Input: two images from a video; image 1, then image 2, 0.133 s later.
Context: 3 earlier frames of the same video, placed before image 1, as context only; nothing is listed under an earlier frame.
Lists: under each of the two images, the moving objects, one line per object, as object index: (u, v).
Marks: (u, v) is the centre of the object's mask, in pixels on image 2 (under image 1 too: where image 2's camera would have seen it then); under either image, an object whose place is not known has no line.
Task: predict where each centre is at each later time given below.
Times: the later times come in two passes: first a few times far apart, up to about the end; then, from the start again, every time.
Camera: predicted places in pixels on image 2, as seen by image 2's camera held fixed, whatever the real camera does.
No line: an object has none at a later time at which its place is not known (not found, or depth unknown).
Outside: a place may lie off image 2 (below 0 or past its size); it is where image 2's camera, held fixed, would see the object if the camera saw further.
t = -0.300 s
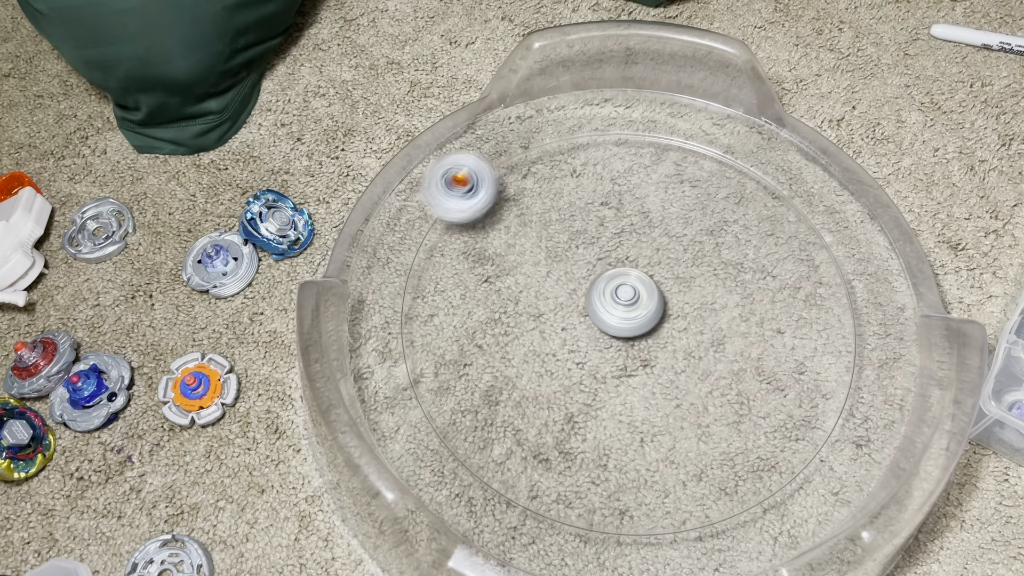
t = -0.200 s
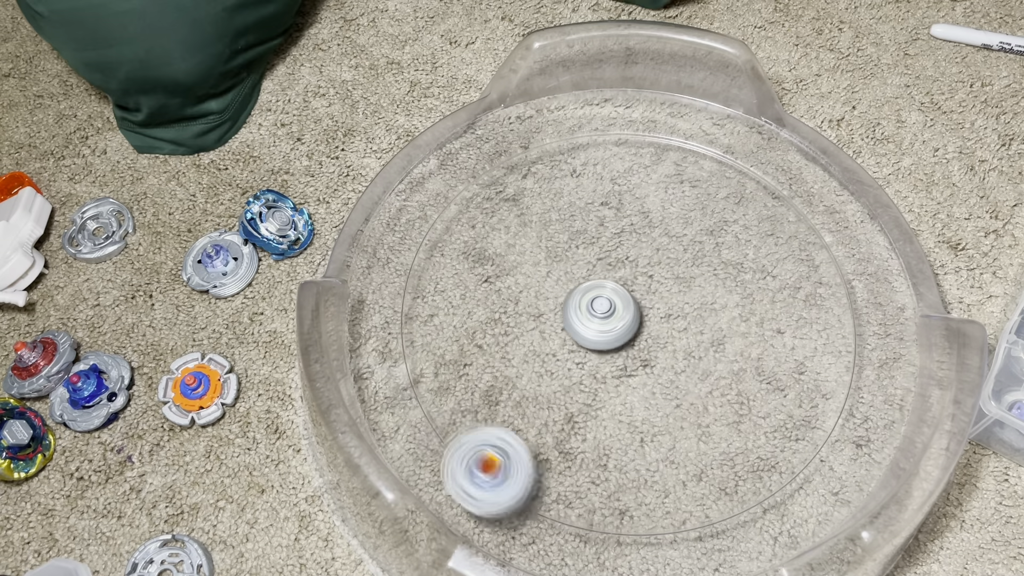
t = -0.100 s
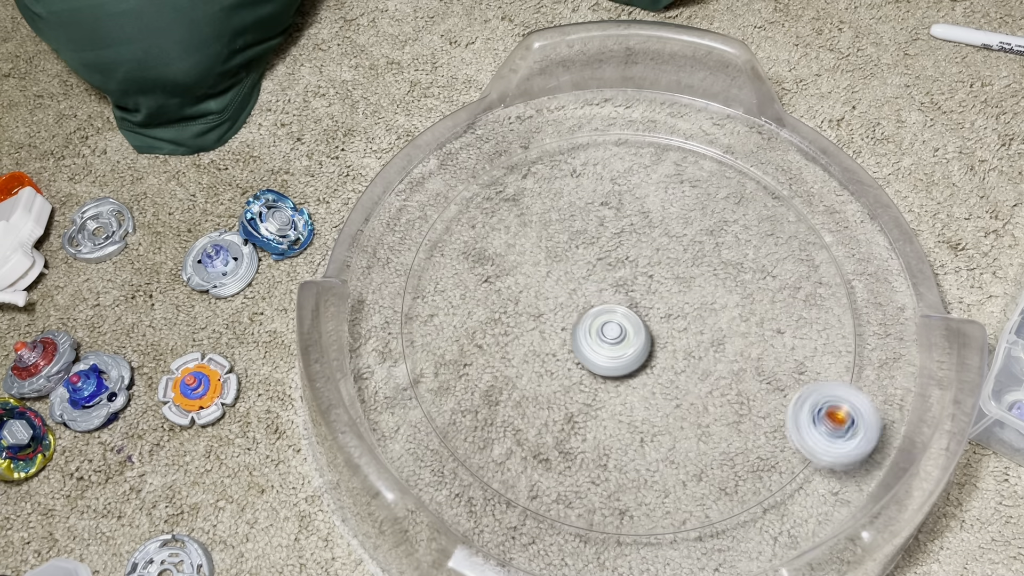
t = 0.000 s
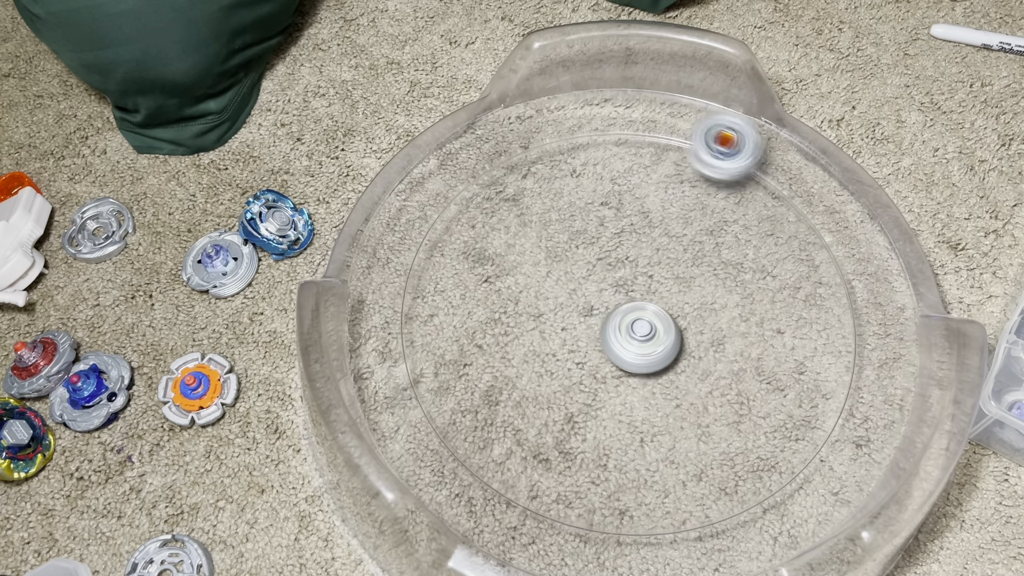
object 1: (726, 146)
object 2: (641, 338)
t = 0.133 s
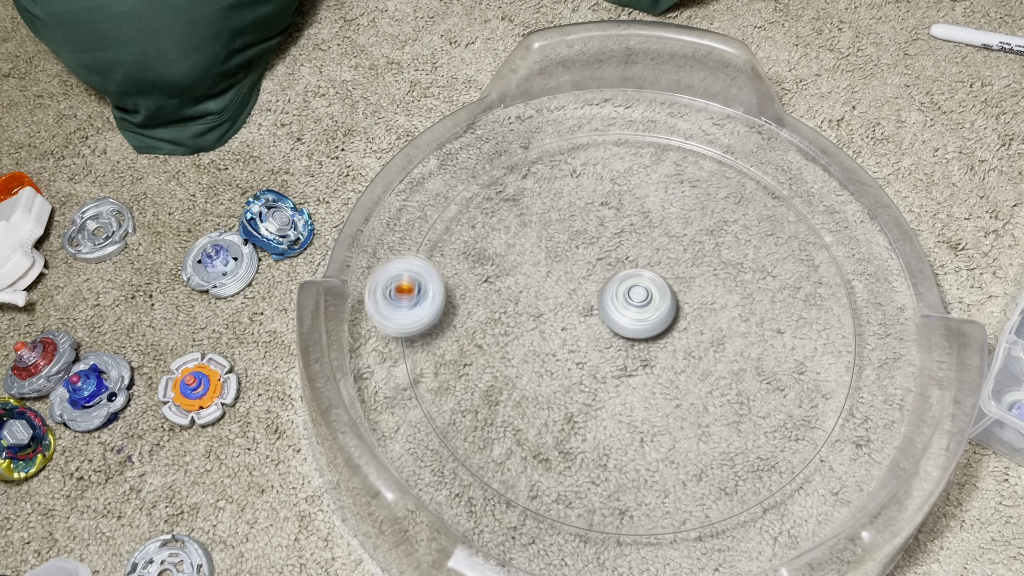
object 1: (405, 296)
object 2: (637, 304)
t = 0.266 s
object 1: (762, 491)
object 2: (601, 310)
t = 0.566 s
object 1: (421, 393)
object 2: (647, 312)
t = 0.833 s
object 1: (634, 126)
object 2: (607, 334)
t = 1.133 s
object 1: (856, 334)
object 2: (624, 297)
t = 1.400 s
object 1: (435, 414)
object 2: (635, 342)
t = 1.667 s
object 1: (665, 129)
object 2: (608, 305)
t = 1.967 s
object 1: (834, 403)
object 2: (652, 322)
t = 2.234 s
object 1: (406, 327)
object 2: (601, 330)
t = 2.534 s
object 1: (694, 134)
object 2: (638, 304)
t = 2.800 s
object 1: (694, 511)
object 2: (618, 344)
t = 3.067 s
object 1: (480, 172)
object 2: (621, 301)
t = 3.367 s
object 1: (846, 269)
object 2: (645, 334)
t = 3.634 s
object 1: (450, 418)
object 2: (605, 311)
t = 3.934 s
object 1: (636, 134)
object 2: (646, 316)
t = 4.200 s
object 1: (726, 506)
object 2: (608, 334)
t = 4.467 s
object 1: (516, 161)
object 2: (637, 304)
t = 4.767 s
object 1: (843, 350)
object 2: (633, 341)
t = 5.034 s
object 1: (405, 299)
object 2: (612, 307)
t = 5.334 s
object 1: (801, 197)
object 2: (648, 326)
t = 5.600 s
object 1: (461, 437)
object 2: (601, 323)
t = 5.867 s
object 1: (754, 161)
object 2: (646, 313)
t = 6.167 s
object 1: (598, 516)
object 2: (617, 339)
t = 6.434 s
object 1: (640, 131)
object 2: (624, 303)
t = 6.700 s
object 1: (637, 522)
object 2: (628, 334)
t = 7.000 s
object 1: (549, 148)
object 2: (617, 318)
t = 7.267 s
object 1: (733, 501)
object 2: (633, 319)
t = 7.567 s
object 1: (494, 161)
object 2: (629, 327)
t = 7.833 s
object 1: (771, 477)
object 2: (619, 325)
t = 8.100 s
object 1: (535, 142)
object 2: (623, 315)
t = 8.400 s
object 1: (787, 471)
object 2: (631, 320)
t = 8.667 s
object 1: (537, 148)
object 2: (625, 327)
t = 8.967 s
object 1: (789, 471)
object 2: (616, 324)
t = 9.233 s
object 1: (544, 151)
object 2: (629, 315)
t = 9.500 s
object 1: (689, 516)
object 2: (631, 329)
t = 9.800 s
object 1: (569, 138)
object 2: (618, 325)
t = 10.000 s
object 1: (466, 445)
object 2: (632, 321)
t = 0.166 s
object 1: (425, 398)
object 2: (628, 300)
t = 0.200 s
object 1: (506, 485)
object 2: (617, 299)
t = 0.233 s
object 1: (633, 523)
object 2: (608, 303)
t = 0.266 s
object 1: (762, 491)
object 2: (601, 310)
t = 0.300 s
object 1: (843, 402)
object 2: (598, 320)
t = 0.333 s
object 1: (853, 293)
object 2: (601, 330)
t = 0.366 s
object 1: (801, 200)
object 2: (608, 338)
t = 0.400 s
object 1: (712, 142)
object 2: (619, 343)
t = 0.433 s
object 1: (609, 125)
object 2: (630, 343)
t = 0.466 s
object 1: (515, 148)
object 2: (640, 338)
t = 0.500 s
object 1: (443, 206)
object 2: (647, 331)
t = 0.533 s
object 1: (407, 293)
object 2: (649, 321)
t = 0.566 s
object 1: (421, 393)
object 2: (647, 312)
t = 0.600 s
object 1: (503, 482)
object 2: (640, 304)
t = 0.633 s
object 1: (631, 522)
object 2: (631, 299)
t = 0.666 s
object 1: (760, 491)
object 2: (620, 298)
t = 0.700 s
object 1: (841, 404)
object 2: (611, 301)
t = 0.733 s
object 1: (853, 299)
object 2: (604, 307)
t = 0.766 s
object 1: (808, 209)
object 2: (600, 316)
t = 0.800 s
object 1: (730, 149)
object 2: (602, 325)
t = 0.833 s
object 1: (634, 126)
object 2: (607, 334)
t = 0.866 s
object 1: (540, 142)
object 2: (616, 340)
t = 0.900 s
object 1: (462, 186)
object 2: (627, 342)
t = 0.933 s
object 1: (410, 262)
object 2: (638, 339)
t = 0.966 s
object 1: (411, 364)
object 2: (646, 333)
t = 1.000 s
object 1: (476, 461)
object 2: (650, 324)
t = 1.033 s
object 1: (595, 517)
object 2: (650, 314)
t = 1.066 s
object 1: (728, 505)
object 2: (644, 305)
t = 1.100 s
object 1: (823, 433)
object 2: (635, 299)
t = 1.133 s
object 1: (856, 334)
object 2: (624, 297)
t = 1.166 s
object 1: (834, 243)
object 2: (614, 300)
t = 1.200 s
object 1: (770, 174)
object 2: (606, 305)
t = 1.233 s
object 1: (681, 136)
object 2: (602, 313)
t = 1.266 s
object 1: (588, 129)
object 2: (601, 322)
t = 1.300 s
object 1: (499, 154)
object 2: (605, 331)
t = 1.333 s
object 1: (432, 217)
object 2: (613, 339)
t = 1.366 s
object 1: (403, 311)
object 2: (623, 343)
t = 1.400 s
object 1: (435, 414)
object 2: (635, 342)
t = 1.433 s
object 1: (527, 493)
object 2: (645, 338)
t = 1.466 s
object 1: (654, 520)
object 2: (651, 329)
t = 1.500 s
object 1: (770, 483)
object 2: (652, 319)
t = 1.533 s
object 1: (840, 405)
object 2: (648, 309)
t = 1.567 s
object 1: (851, 312)
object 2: (640, 302)
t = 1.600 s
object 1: (817, 228)
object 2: (628, 299)
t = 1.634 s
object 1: (752, 166)
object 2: (618, 300)
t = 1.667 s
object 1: (665, 129)
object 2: (608, 305)
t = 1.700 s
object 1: (571, 128)
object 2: (602, 314)
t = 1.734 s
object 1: (484, 165)
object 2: (601, 323)
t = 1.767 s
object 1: (422, 236)
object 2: (605, 333)
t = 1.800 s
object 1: (407, 334)
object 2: (612, 341)
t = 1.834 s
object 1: (449, 431)
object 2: (623, 345)
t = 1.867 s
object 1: (544, 501)
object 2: (635, 344)
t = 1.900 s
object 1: (666, 519)
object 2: (645, 340)
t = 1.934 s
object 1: (771, 479)
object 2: (650, 332)
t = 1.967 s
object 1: (834, 403)
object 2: (652, 322)
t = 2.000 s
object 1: (848, 314)
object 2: (649, 313)
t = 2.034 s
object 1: (817, 231)
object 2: (641, 305)
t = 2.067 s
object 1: (756, 165)
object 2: (631, 301)
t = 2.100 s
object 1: (670, 127)
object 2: (620, 300)
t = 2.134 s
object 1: (572, 128)
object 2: (610, 304)
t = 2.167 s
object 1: (485, 164)
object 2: (603, 311)
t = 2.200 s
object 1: (423, 234)
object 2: (600, 320)
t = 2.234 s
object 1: (406, 327)
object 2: (601, 330)
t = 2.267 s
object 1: (442, 421)
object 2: (607, 339)
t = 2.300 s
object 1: (527, 492)
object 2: (616, 345)
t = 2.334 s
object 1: (641, 518)
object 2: (627, 347)
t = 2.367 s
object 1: (747, 492)
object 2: (638, 344)
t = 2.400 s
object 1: (822, 427)
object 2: (645, 338)
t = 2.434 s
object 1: (854, 340)
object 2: (650, 330)
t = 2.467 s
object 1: (841, 251)
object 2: (650, 320)
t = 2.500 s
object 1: (782, 178)
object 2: (646, 311)
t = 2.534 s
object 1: (694, 134)
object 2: (638, 304)
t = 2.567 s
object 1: (597, 125)
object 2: (628, 300)
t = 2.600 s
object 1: (507, 152)
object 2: (618, 300)
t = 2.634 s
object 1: (440, 210)
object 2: (608, 304)
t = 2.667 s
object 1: (407, 292)
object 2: (601, 311)
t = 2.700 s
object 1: (420, 383)
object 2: (598, 321)
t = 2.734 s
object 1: (485, 461)
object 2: (600, 331)
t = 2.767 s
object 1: (583, 507)
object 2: (607, 340)
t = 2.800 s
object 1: (694, 511)
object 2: (618, 344)
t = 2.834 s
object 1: (790, 468)
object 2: (629, 345)
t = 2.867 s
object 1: (849, 389)
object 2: (639, 340)
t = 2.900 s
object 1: (855, 294)
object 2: (646, 333)
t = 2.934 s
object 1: (813, 211)
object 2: (648, 324)
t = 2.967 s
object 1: (738, 152)
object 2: (646, 315)
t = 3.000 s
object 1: (646, 126)
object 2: (639, 307)
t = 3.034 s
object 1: (555, 133)
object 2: (630, 302)
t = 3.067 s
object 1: (480, 172)
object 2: (621, 301)
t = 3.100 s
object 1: (431, 236)
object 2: (611, 303)
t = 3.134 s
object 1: (416, 317)
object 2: (604, 309)
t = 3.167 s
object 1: (443, 402)
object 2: (600, 317)
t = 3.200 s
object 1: (514, 473)
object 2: (600, 326)
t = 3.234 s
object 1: (614, 514)
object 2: (605, 335)
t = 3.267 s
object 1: (724, 508)
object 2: (615, 341)
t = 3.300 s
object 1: (814, 449)
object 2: (626, 343)
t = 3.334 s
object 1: (856, 359)
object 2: (636, 340)
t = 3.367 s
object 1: (846, 269)
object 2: (645, 334)
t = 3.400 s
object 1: (795, 192)
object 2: (649, 326)
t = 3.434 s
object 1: (718, 144)
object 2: (648, 316)
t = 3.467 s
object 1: (630, 126)
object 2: (643, 307)
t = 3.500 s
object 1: (546, 142)
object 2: (635, 301)
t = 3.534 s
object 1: (479, 185)
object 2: (626, 300)
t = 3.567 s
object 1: (435, 252)
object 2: (618, 300)
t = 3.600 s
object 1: (423, 334)
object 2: (610, 305)
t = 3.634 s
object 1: (450, 418)
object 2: (605, 311)
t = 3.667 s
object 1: (518, 490)
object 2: (603, 319)
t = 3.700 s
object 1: (628, 521)
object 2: (604, 326)
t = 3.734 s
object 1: (739, 501)
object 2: (610, 333)
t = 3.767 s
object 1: (823, 436)
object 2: (618, 338)
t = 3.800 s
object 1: (857, 349)
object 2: (627, 339)
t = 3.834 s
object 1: (843, 263)
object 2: (636, 337)
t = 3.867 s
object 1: (794, 193)
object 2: (643, 332)
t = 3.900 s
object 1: (720, 149)
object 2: (647, 324)
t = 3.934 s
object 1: (636, 134)
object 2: (646, 316)
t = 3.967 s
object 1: (555, 147)
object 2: (642, 308)
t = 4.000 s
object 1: (484, 187)
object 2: (634, 303)
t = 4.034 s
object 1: (434, 248)
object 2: (624, 301)
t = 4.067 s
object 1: (412, 326)
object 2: (615, 303)
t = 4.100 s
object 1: (432, 410)
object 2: (607, 309)
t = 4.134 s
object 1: (507, 483)
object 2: (603, 317)
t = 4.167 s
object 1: (615, 520)
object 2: (603, 325)
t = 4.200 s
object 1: (726, 506)
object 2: (608, 334)
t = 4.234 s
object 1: (811, 450)
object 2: (617, 340)
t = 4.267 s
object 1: (852, 370)
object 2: (628, 342)
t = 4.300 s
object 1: (851, 306)
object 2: (636, 341)
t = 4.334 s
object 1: (816, 233)
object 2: (644, 336)
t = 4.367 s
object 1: (755, 178)
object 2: (649, 328)
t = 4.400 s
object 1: (677, 147)
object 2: (649, 318)
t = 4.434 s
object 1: (595, 140)
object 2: (645, 310)
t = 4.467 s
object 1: (516, 161)
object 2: (637, 304)
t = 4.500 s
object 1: (451, 204)
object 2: (627, 302)
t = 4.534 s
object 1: (409, 270)
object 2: (617, 303)
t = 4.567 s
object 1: (409, 357)
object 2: (609, 308)
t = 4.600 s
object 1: (457, 441)
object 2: (604, 316)
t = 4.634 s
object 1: (544, 501)
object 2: (603, 325)
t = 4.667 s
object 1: (652, 520)
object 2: (607, 333)
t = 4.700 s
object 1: (751, 492)
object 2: (615, 339)
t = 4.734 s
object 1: (818, 429)
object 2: (624, 342)
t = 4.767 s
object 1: (843, 350)
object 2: (633, 341)
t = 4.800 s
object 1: (829, 271)
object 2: (641, 337)
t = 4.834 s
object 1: (785, 204)
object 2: (647, 330)
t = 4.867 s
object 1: (720, 157)
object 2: (648, 322)
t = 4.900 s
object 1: (643, 130)
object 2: (645, 314)
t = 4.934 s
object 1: (562, 129)
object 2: (638, 307)
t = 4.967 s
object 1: (488, 162)
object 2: (629, 304)
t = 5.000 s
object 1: (431, 220)
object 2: (620, 304)
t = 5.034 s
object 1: (405, 299)
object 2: (612, 307)
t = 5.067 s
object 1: (420, 385)
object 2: (606, 313)
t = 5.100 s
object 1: (477, 459)
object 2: (604, 321)
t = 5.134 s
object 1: (567, 507)
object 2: (605, 328)
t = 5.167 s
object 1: (668, 516)
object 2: (610, 335)
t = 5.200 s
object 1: (759, 483)
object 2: (618, 340)
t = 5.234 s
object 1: (822, 420)
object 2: (627, 342)
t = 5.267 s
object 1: (849, 343)
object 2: (637, 340)
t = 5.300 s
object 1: (839, 265)
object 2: (644, 334)
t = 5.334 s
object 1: (801, 197)
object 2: (648, 326)
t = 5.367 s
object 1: (732, 148)
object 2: (647, 317)
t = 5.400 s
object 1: (649, 126)
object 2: (642, 309)
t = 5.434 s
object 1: (565, 130)
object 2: (634, 304)
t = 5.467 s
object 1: (492, 160)
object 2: (624, 302)
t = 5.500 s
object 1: (437, 213)
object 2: (615, 303)
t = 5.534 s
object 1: (410, 286)
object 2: (607, 308)
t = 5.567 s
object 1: (417, 365)
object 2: (602, 315)
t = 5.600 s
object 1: (461, 437)
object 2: (601, 323)
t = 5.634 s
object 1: (538, 491)
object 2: (604, 331)
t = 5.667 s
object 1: (634, 516)
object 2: (611, 338)
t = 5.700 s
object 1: (732, 502)
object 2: (620, 342)
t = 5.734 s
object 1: (812, 451)
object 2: (631, 342)
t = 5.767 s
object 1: (854, 374)
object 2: (639, 338)
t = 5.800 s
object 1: (853, 290)
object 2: (646, 331)
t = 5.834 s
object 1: (816, 215)
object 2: (648, 322)
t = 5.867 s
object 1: (754, 161)
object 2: (646, 313)
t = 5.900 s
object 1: (676, 130)
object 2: (639, 306)
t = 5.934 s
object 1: (596, 127)
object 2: (630, 301)
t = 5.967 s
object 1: (522, 151)
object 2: (621, 300)
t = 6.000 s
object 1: (466, 195)
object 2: (611, 304)
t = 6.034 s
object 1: (429, 258)
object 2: (605, 310)
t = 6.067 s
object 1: (422, 333)
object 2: (602, 318)
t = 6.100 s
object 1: (449, 410)
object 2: (603, 326)
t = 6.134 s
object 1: (510, 474)
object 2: (609, 334)
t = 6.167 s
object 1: (598, 516)
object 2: (617, 339)
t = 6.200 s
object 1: (700, 515)
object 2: (627, 340)
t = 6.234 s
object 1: (788, 472)
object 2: (637, 338)
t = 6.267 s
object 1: (843, 401)
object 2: (644, 332)
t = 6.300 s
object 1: (858, 319)
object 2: (647, 324)
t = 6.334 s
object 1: (835, 244)
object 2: (646, 315)
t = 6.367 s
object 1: (784, 183)
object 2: (641, 308)
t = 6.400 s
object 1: (714, 146)
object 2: (632, 304)
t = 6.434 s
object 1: (640, 131)
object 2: (624, 303)
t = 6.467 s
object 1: (564, 141)
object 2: (616, 305)
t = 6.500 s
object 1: (499, 174)
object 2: (610, 310)
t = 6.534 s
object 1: (448, 225)
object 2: (608, 316)
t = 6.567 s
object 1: (420, 293)
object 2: (608, 322)
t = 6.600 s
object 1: (421, 368)
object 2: (611, 327)
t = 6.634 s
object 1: (458, 442)
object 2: (615, 332)
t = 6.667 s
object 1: (536, 499)
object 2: (621, 334)
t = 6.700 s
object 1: (637, 522)
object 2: (628, 334)
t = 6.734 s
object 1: (736, 502)
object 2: (634, 333)
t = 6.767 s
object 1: (811, 451)
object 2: (638, 329)
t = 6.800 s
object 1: (850, 377)
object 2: (639, 323)
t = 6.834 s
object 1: (850, 300)
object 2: (638, 319)
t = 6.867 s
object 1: (818, 233)
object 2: (635, 315)
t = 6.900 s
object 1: (765, 181)
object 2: (630, 313)
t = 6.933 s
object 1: (696, 149)
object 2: (625, 312)
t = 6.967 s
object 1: (622, 138)
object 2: (620, 314)
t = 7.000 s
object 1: (549, 148)
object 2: (617, 318)
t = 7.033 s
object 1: (485, 180)
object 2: (617, 323)
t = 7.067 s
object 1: (435, 231)
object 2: (620, 326)
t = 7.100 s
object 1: (407, 296)
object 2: (623, 328)
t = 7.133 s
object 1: (415, 374)
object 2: (627, 329)
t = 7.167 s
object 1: (462, 447)
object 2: (631, 328)
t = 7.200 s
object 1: (542, 501)
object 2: (633, 325)
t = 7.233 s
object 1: (640, 521)
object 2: (634, 322)
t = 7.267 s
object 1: (733, 501)
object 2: (633, 319)
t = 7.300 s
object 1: (803, 450)
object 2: (629, 317)
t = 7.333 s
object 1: (840, 382)
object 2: (625, 316)
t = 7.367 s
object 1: (843, 308)
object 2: (621, 316)
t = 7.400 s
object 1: (817, 241)
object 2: (619, 319)
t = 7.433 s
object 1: (769, 186)
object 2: (619, 323)
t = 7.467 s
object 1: (705, 147)
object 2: (621, 325)
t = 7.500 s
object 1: (634, 129)
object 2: (623, 327)
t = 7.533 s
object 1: (561, 134)
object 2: (626, 328)
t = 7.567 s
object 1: (494, 161)
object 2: (629, 327)
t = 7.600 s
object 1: (440, 209)
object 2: (631, 324)
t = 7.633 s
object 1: (410, 276)
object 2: (631, 321)
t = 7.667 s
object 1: (409, 352)
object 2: (630, 318)
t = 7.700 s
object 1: (445, 425)
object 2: (626, 316)
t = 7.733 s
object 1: (513, 482)
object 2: (621, 316)
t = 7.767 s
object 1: (598, 515)
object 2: (618, 318)
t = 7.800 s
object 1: (691, 513)
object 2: (617, 322)
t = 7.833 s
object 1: (771, 477)
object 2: (619, 325)
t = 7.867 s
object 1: (828, 420)
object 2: (621, 328)
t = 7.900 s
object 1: (854, 349)
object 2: (625, 329)
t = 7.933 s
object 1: (846, 276)
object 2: (628, 328)
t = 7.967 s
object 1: (811, 211)
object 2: (630, 326)
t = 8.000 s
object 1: (754, 160)
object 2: (631, 323)
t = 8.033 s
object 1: (682, 131)
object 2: (630, 319)
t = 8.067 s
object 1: (607, 124)
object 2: (628, 317)
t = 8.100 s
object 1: (535, 142)
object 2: (623, 315)
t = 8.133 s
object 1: (477, 178)
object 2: (619, 316)
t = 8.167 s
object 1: (435, 230)
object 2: (617, 320)
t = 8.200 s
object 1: (414, 295)
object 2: (617, 323)
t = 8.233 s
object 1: (422, 366)
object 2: (620, 326)
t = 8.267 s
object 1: (462, 434)
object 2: (623, 328)
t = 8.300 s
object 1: (529, 486)
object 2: (627, 328)
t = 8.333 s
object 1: (615, 516)
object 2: (630, 326)
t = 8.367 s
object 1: (707, 512)
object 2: (631, 323)
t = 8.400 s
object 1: (787, 471)
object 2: (631, 320)
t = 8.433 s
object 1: (840, 410)
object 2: (629, 317)
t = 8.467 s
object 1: (858, 334)
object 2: (625, 315)
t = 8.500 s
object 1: (843, 262)
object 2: (620, 315)
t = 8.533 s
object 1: (804, 201)
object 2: (617, 318)
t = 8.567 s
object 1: (746, 156)
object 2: (617, 322)
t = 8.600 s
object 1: (675, 133)
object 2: (619, 325)
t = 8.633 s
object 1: (603, 130)
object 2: (622, 327)
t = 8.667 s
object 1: (537, 148)
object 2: (625, 327)
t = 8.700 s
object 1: (481, 186)
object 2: (629, 326)
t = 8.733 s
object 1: (440, 238)
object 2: (632, 324)
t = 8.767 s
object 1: (421, 303)
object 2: (633, 320)
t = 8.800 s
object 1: (428, 373)
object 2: (631, 317)
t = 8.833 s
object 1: (466, 440)
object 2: (628, 314)
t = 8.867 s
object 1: (532, 493)
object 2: (623, 313)
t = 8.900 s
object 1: (619, 521)
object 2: (618, 315)
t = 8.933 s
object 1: (712, 512)
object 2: (616, 319)
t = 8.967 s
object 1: (789, 471)
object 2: (616, 324)
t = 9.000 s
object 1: (839, 409)
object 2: (619, 327)
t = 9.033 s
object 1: (855, 336)
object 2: (623, 329)
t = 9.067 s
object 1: (840, 268)
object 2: (628, 329)
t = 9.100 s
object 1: (801, 210)
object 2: (632, 327)
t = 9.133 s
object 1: (747, 168)
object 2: (634, 325)
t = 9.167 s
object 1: (681, 143)
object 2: (634, 321)
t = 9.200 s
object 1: (611, 137)
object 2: (633, 317)
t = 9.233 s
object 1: (544, 151)
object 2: (629, 315)
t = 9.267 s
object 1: (486, 184)
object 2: (625, 313)
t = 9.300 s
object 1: (441, 232)
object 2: (620, 314)
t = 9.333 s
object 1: (417, 293)
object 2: (617, 318)
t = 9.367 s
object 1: (417, 361)
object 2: (617, 323)
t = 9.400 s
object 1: (448, 429)
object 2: (619, 327)
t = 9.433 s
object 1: (513, 484)
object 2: (622, 329)
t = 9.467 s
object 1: (598, 517)
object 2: (627, 330)
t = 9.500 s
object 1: (689, 516)
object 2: (631, 329)
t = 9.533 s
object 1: (767, 481)
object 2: (634, 326)
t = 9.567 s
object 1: (821, 427)
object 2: (635, 323)
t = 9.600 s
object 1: (845, 361)
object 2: (634, 319)
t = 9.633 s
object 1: (840, 293)
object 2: (631, 316)
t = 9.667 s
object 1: (811, 231)
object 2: (627, 315)
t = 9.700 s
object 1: (764, 182)
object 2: (622, 314)
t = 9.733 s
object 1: (703, 149)
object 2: (619, 317)
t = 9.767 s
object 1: (636, 134)
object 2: (617, 321)
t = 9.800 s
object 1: (569, 138)
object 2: (618, 325)
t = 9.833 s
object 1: (508, 160)
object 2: (621, 327)
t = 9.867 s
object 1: (457, 199)
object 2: (624, 329)
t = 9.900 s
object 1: (423, 253)
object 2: (628, 328)
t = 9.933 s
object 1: (409, 316)
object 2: (631, 327)
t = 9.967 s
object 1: (423, 384)
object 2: (632, 324)
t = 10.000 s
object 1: (466, 445)
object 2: (632, 321)
